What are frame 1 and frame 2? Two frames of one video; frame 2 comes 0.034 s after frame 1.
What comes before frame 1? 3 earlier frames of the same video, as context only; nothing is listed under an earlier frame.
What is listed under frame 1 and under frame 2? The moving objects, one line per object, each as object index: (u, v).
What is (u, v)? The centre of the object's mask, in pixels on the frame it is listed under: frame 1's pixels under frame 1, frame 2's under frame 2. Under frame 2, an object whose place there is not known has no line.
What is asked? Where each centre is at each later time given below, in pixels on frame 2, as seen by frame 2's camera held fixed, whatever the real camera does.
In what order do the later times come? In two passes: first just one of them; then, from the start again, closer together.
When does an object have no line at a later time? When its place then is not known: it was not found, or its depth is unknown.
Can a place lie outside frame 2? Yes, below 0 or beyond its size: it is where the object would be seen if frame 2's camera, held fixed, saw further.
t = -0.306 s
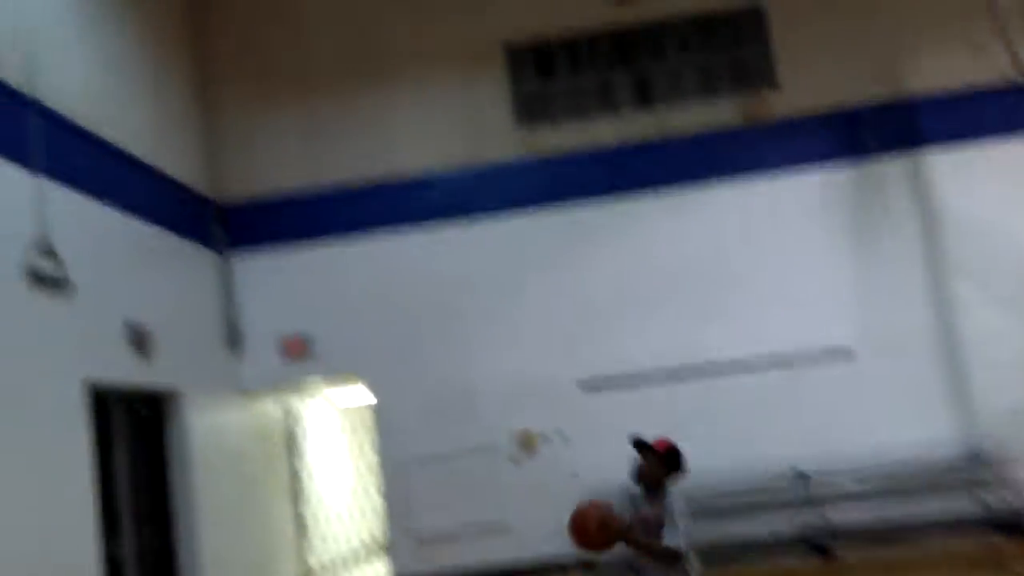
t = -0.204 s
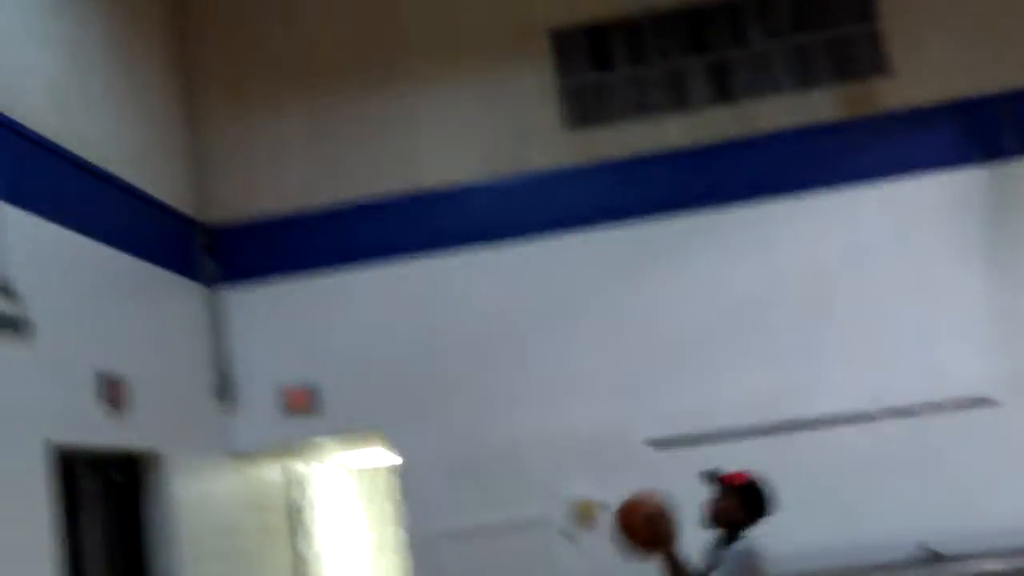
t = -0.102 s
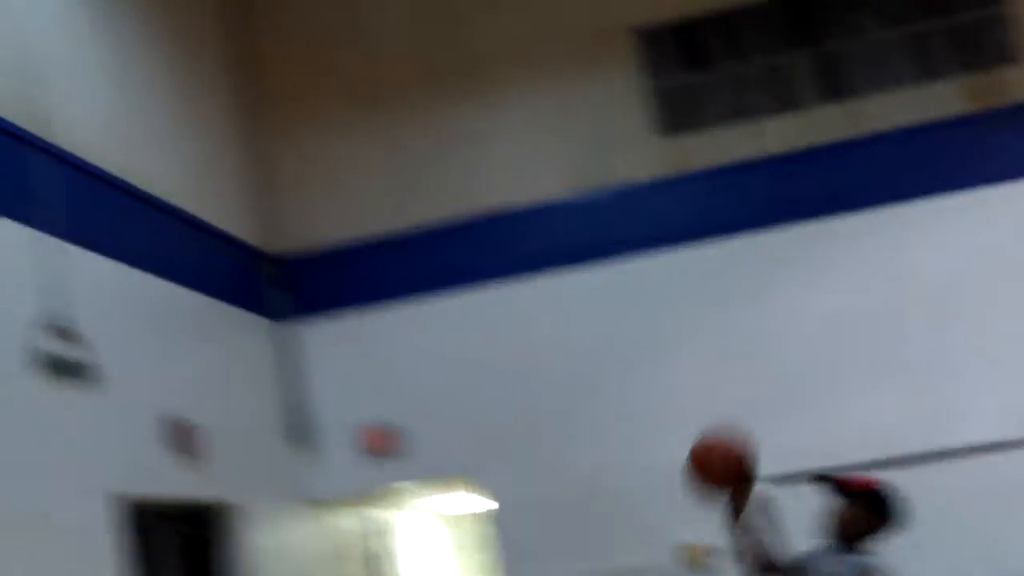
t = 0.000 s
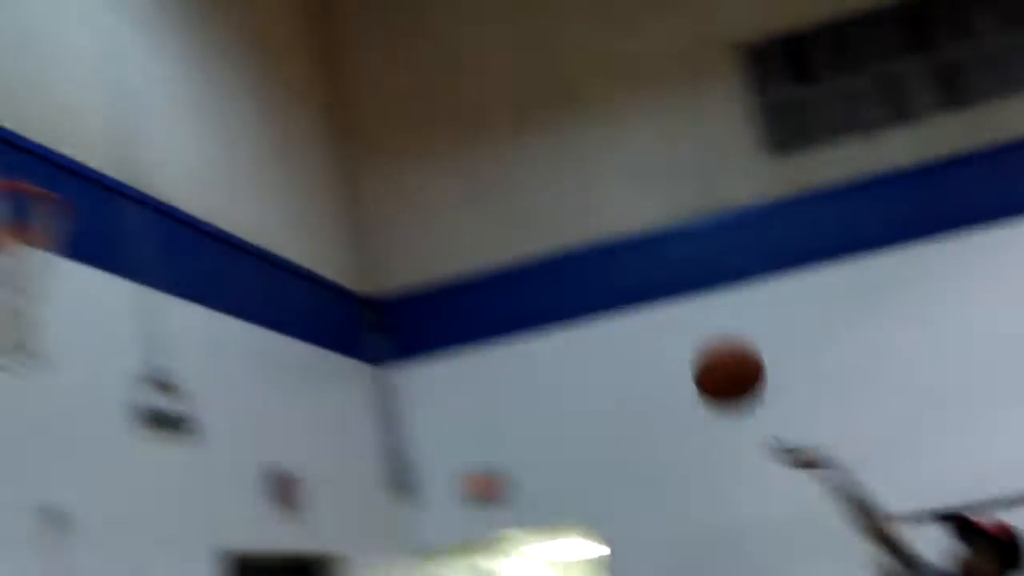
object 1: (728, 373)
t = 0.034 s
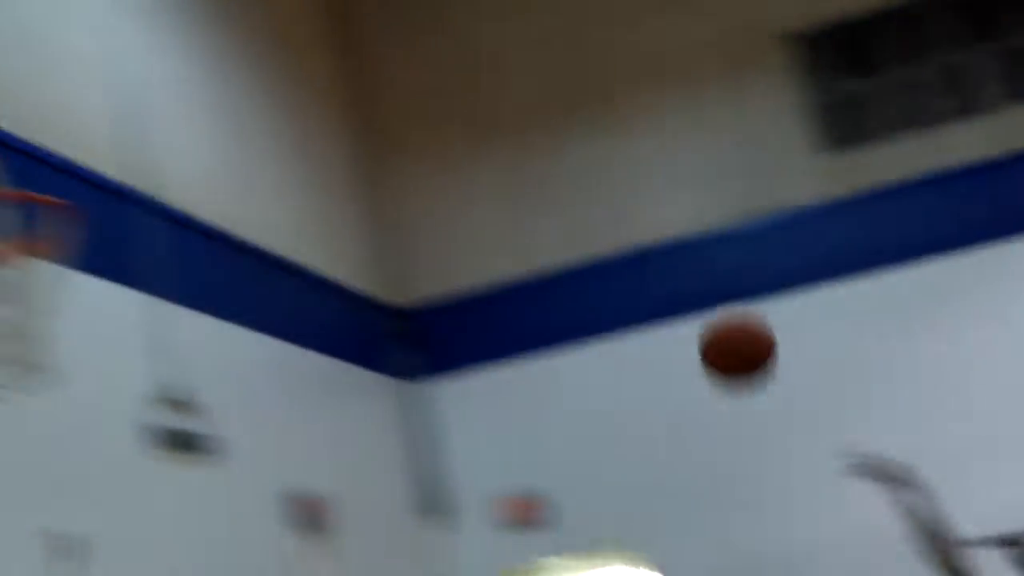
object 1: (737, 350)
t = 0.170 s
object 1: (565, 238)
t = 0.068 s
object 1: (693, 313)
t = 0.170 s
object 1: (565, 238)
